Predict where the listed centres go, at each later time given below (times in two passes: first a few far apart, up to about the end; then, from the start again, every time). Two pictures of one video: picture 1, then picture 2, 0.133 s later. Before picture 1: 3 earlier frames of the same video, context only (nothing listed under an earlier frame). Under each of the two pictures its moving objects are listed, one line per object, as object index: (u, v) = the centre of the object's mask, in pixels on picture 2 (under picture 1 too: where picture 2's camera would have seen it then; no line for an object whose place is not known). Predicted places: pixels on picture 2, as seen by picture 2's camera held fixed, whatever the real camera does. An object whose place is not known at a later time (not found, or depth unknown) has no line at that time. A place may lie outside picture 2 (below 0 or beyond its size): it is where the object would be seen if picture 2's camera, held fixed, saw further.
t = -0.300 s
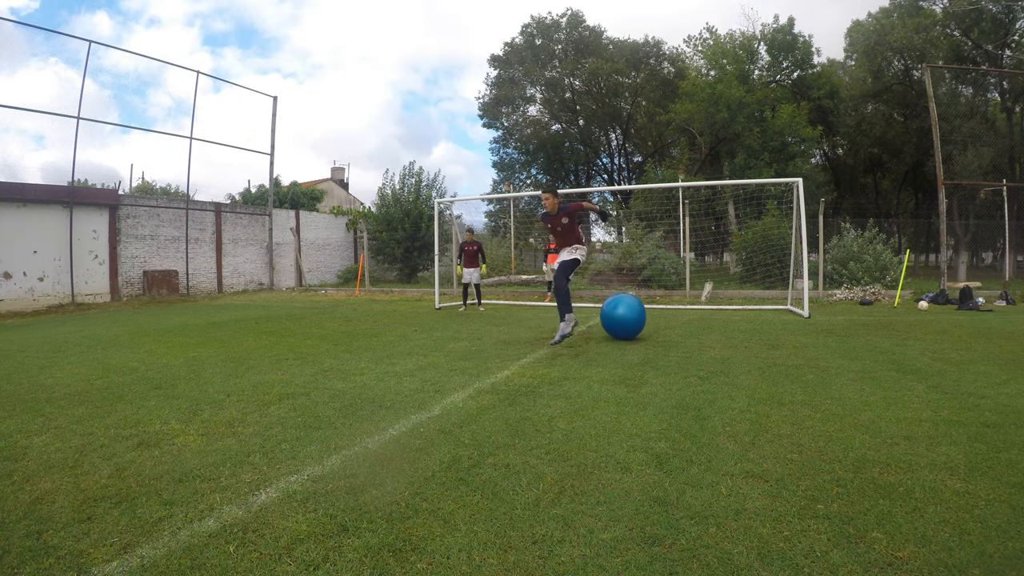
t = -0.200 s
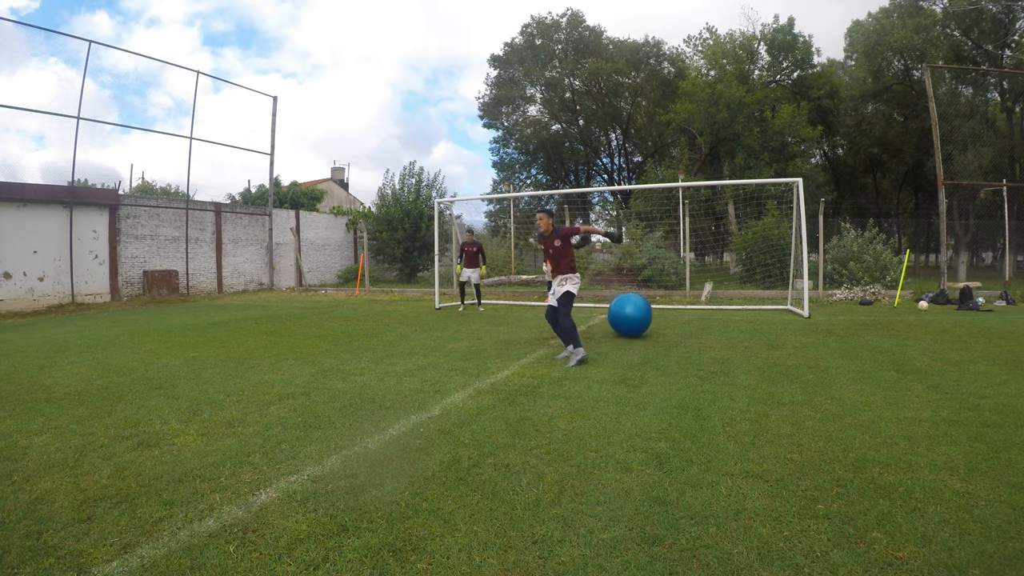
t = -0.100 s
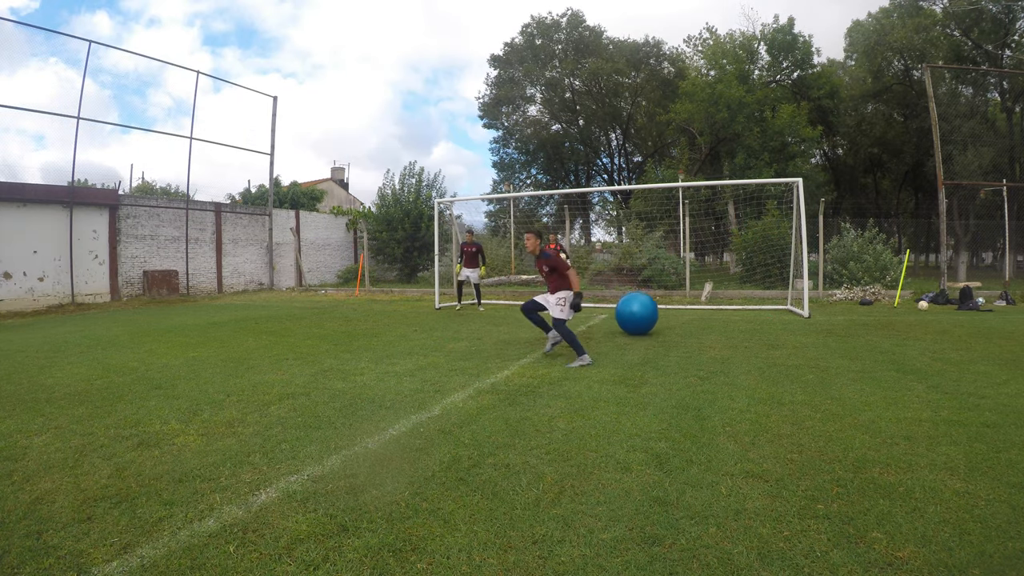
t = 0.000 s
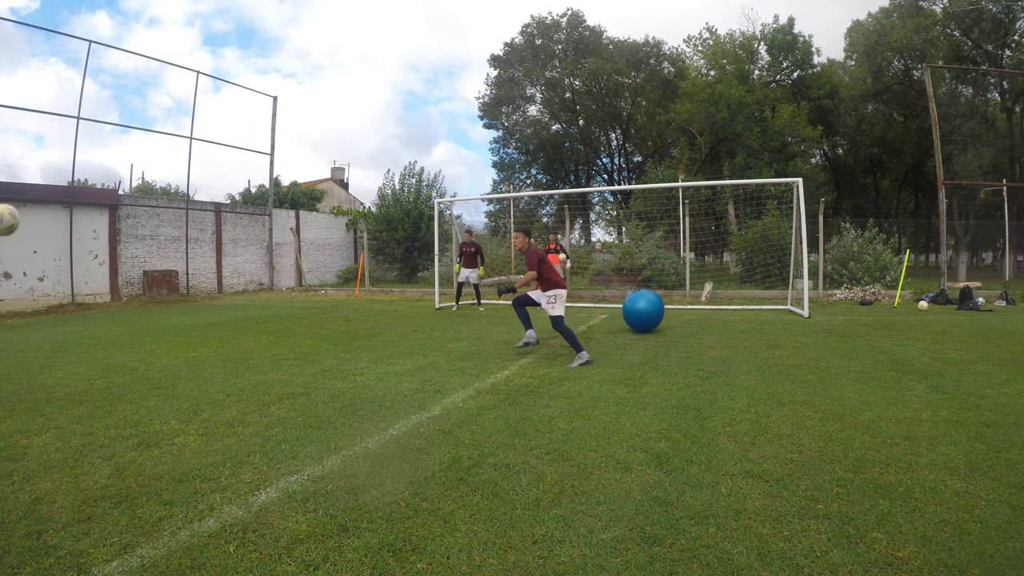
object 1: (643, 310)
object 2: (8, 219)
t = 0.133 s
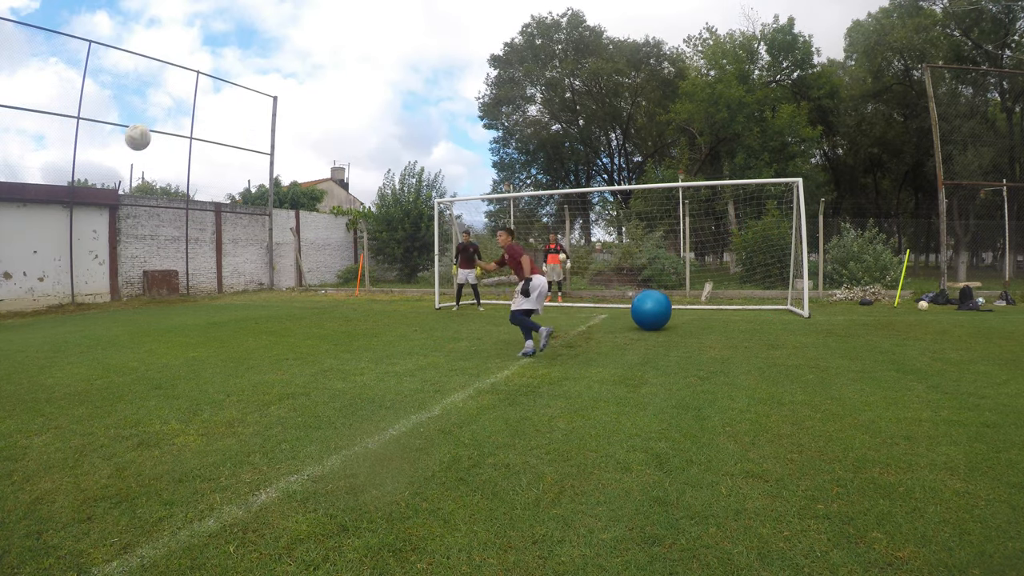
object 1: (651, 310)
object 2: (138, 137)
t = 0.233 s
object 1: (657, 308)
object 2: (219, 107)
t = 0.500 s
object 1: (669, 306)
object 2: (367, 103)
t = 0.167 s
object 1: (653, 309)
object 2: (167, 125)
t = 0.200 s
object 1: (655, 308)
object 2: (194, 115)
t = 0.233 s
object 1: (657, 308)
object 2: (219, 107)
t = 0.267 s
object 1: (658, 308)
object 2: (243, 102)
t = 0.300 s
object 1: (660, 308)
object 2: (265, 99)
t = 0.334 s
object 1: (662, 307)
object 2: (285, 96)
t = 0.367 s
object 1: (663, 307)
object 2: (304, 96)
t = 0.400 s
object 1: (665, 307)
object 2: (322, 96)
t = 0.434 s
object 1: (666, 307)
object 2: (338, 98)
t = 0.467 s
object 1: (668, 306)
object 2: (353, 100)
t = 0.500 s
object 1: (669, 306)
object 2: (367, 103)
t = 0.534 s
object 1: (670, 306)
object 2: (380, 107)
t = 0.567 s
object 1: (672, 305)
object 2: (393, 111)
